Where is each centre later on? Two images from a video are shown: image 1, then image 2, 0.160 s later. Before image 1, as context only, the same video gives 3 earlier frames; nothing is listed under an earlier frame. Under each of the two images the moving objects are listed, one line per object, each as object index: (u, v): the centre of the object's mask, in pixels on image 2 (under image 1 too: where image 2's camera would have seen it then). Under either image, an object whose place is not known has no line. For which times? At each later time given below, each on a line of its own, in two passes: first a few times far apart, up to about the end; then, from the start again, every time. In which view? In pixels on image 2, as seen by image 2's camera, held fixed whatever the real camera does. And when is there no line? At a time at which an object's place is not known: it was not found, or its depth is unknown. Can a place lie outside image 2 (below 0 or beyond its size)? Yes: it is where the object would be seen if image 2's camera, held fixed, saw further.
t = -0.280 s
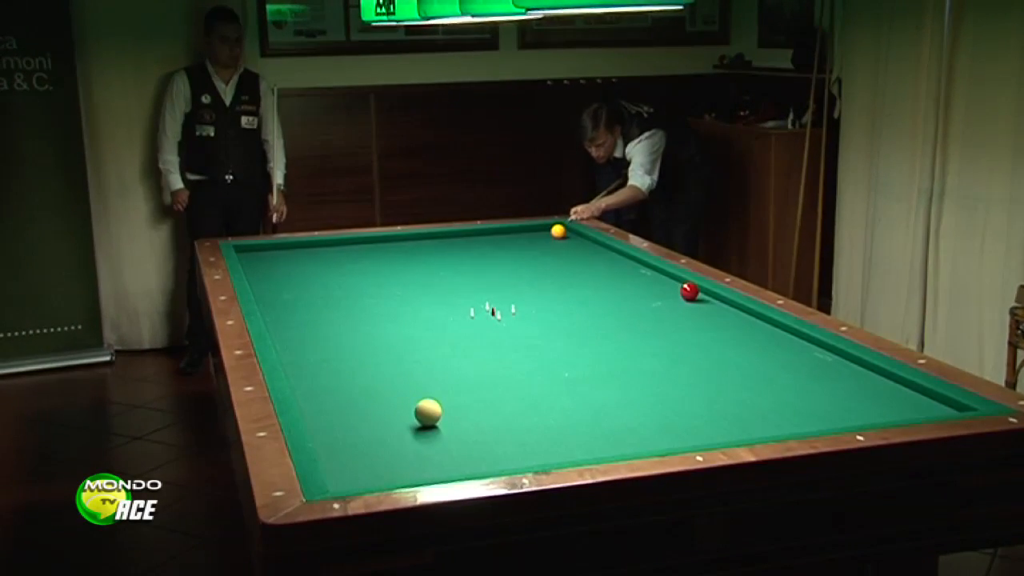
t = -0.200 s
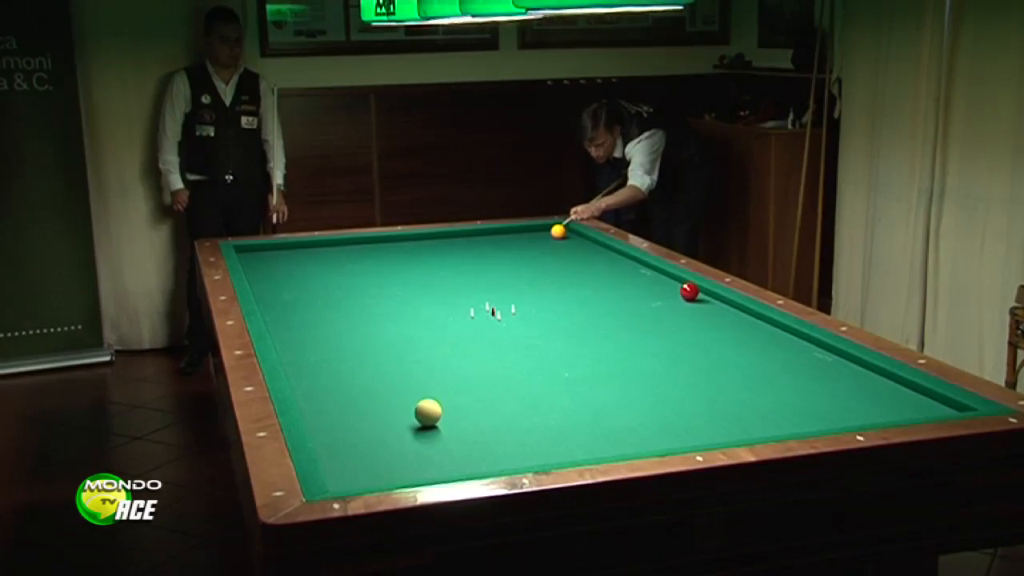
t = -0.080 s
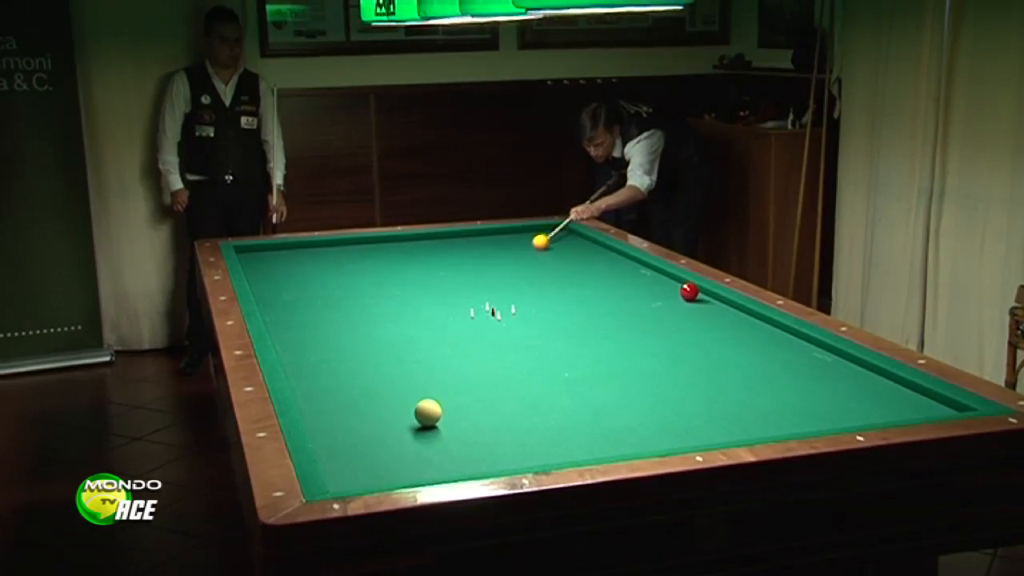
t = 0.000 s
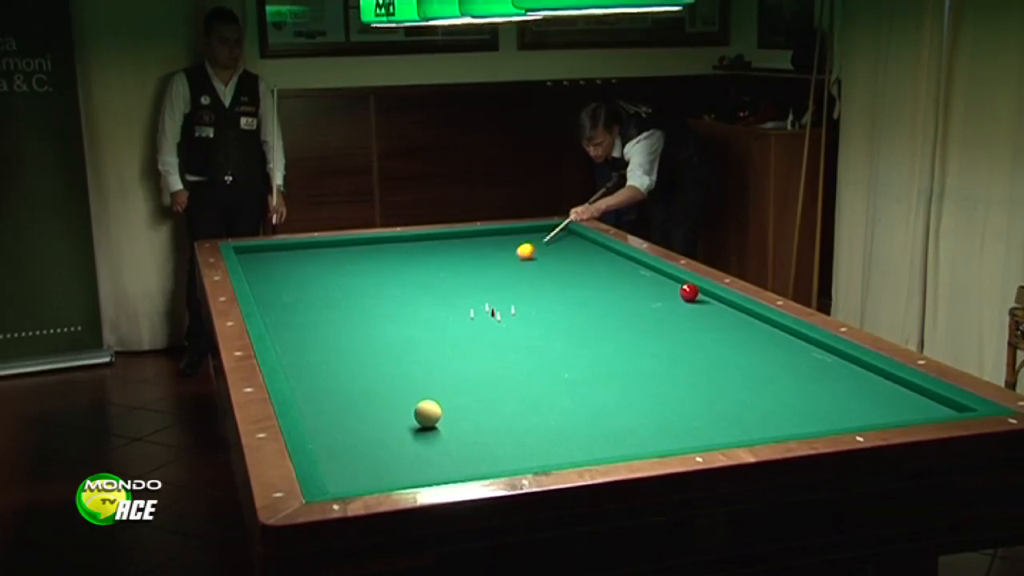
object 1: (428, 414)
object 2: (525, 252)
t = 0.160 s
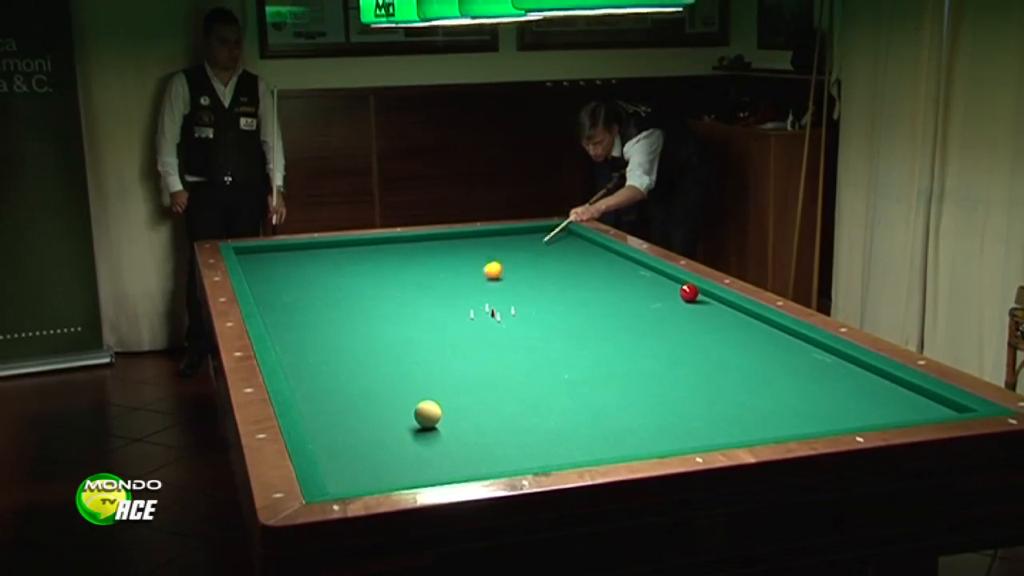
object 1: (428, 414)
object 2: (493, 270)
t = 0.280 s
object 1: (428, 414)
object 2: (465, 286)
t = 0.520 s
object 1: (428, 414)
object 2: (398, 325)
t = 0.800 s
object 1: (428, 414)
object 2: (303, 384)
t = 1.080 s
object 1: (461, 418)
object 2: (399, 415)
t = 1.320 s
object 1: (561, 434)
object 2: (394, 435)
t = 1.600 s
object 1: (664, 442)
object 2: (393, 463)
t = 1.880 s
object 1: (696, 427)
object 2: (385, 476)
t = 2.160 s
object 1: (726, 408)
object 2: (364, 466)
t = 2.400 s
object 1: (749, 394)
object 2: (348, 455)
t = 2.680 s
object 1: (774, 379)
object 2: (331, 443)
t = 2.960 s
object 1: (795, 366)
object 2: (320, 433)
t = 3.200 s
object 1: (813, 356)
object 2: (322, 424)
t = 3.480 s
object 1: (808, 348)
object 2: (324, 415)
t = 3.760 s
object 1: (776, 344)
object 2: (326, 406)
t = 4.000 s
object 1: (751, 340)
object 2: (327, 400)
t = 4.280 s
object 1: (723, 337)
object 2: (328, 393)
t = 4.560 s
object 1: (696, 334)
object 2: (330, 387)
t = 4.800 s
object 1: (675, 331)
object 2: (331, 382)
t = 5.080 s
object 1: (652, 328)
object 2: (332, 377)
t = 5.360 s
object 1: (631, 326)
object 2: (333, 372)
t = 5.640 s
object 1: (611, 323)
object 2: (334, 368)
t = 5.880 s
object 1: (595, 321)
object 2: (335, 365)
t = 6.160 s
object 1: (577, 319)
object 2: (335, 361)
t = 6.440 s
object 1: (561, 317)
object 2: (336, 358)
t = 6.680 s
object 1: (548, 315)
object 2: (336, 356)
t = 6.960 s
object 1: (533, 314)
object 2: (336, 354)
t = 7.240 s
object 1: (520, 312)
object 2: (336, 352)
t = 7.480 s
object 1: (510, 310)
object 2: (336, 350)
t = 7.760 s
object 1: (499, 308)
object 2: (335, 349)
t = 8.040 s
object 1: (489, 308)
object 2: (335, 348)
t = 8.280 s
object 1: (481, 307)
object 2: (335, 347)
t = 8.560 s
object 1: (473, 306)
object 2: (335, 346)
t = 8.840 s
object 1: (466, 305)
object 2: (335, 346)
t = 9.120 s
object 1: (460, 304)
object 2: (334, 346)
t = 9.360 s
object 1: (455, 304)
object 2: (334, 346)
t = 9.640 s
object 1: (450, 303)
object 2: (334, 346)
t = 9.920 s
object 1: (446, 303)
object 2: (335, 346)
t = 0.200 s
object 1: (428, 414)
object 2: (484, 276)
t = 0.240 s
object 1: (428, 414)
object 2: (475, 281)
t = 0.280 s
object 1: (428, 414)
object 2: (465, 286)
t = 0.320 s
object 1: (428, 414)
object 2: (455, 292)
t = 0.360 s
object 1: (428, 414)
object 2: (445, 298)
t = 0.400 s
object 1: (428, 414)
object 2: (434, 305)
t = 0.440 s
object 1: (428, 414)
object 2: (423, 311)
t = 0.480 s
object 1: (428, 414)
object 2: (410, 318)
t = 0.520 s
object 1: (428, 414)
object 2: (398, 325)
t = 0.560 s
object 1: (428, 414)
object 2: (385, 332)
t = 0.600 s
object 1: (428, 414)
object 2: (372, 340)
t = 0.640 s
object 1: (428, 414)
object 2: (357, 348)
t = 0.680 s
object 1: (428, 414)
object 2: (342, 357)
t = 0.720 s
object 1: (428, 414)
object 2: (326, 366)
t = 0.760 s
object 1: (428, 414)
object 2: (310, 375)
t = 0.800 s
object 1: (428, 414)
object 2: (303, 384)
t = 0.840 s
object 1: (428, 414)
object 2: (323, 388)
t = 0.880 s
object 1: (428, 414)
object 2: (343, 393)
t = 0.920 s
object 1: (428, 414)
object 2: (363, 397)
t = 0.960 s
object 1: (428, 414)
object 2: (381, 402)
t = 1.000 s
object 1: (428, 414)
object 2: (398, 408)
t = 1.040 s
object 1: (440, 414)
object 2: (402, 412)
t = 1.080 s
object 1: (461, 418)
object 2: (399, 415)
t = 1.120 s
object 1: (480, 421)
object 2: (397, 418)
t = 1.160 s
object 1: (498, 424)
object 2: (395, 421)
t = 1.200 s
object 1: (515, 427)
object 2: (395, 424)
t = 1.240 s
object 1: (531, 429)
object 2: (395, 428)
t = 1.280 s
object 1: (546, 432)
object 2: (394, 432)
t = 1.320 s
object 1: (561, 434)
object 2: (394, 435)
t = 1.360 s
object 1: (577, 437)
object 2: (394, 439)
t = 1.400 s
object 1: (592, 439)
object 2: (394, 443)
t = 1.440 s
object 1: (608, 441)
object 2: (394, 447)
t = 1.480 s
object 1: (623, 442)
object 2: (393, 451)
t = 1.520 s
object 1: (639, 443)
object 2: (393, 455)
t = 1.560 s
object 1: (655, 443)
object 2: (393, 459)
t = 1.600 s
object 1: (664, 442)
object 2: (393, 463)
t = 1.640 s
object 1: (668, 440)
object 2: (392, 467)
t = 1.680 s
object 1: (673, 438)
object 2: (392, 470)
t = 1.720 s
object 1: (678, 436)
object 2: (392, 472)
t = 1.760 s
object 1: (683, 434)
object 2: (391, 475)
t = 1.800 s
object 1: (688, 432)
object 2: (390, 477)
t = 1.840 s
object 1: (692, 429)
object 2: (388, 477)
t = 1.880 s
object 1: (696, 427)
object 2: (385, 476)
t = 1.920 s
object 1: (701, 424)
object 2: (381, 475)
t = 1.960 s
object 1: (705, 421)
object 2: (379, 474)
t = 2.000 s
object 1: (710, 419)
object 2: (376, 473)
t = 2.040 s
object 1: (714, 416)
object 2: (373, 472)
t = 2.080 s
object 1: (718, 414)
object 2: (370, 471)
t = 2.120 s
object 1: (722, 411)
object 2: (367, 469)
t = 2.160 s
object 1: (726, 408)
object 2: (364, 466)
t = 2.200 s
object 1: (730, 406)
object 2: (361, 465)
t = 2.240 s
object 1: (734, 403)
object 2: (359, 463)
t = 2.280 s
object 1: (738, 401)
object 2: (356, 461)
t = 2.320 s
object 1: (742, 399)
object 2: (354, 459)
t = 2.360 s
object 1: (745, 396)
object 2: (351, 457)
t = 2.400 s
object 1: (749, 394)
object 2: (348, 455)
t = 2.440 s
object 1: (753, 392)
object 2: (346, 453)
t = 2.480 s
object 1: (756, 390)
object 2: (343, 451)
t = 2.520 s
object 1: (760, 388)
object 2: (341, 450)
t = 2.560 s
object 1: (763, 385)
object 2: (338, 448)
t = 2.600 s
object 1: (767, 383)
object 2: (336, 446)
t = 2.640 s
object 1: (770, 381)
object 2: (334, 445)
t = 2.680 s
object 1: (774, 379)
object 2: (331, 443)
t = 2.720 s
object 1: (777, 377)
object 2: (329, 442)
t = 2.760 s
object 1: (780, 376)
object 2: (327, 440)
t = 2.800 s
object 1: (783, 373)
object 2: (325, 439)
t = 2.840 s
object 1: (786, 372)
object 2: (323, 437)
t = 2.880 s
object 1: (790, 370)
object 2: (321, 435)
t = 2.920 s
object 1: (793, 368)
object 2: (320, 434)
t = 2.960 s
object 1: (795, 366)
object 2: (320, 433)
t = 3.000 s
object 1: (798, 364)
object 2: (320, 431)
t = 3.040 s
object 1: (801, 363)
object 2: (321, 430)
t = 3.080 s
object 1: (804, 361)
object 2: (321, 428)
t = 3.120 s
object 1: (807, 359)
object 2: (321, 427)
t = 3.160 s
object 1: (810, 358)
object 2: (321, 425)
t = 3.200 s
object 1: (813, 356)
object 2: (322, 424)
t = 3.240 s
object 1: (816, 354)
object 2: (322, 422)
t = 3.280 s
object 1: (818, 353)
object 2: (322, 421)
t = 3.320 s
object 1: (821, 351)
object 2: (322, 420)
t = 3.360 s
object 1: (823, 349)
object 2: (323, 418)
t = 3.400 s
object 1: (818, 349)
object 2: (323, 417)
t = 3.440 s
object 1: (813, 348)
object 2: (323, 416)
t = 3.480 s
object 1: (808, 348)
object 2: (324, 415)
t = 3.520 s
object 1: (804, 347)
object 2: (324, 413)
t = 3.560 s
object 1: (799, 347)
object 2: (324, 412)
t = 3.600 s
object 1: (794, 346)
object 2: (325, 411)
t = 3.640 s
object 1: (790, 346)
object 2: (325, 410)
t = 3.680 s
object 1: (785, 345)
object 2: (325, 409)
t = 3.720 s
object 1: (781, 344)
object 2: (325, 408)
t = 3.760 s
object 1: (776, 344)
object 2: (326, 406)
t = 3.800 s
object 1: (772, 343)
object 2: (326, 405)
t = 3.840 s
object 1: (768, 343)
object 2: (326, 404)
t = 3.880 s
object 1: (763, 342)
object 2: (326, 403)
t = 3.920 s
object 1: (759, 342)
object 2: (327, 402)
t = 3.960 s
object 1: (755, 341)
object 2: (327, 401)
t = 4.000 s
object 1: (751, 340)
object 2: (327, 400)
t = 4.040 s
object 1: (747, 340)
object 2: (327, 399)
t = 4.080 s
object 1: (743, 339)
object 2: (327, 398)
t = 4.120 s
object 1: (738, 339)
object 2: (328, 397)
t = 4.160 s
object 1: (735, 338)
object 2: (328, 396)
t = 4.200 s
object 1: (731, 338)
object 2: (328, 395)
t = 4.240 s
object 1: (727, 338)
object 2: (328, 394)
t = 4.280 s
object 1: (723, 337)
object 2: (328, 393)
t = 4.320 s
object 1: (719, 337)
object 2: (329, 392)
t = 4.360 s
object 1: (715, 336)
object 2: (329, 391)
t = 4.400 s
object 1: (711, 336)
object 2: (329, 390)
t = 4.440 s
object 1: (708, 335)
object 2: (329, 389)
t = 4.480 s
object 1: (704, 335)
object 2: (329, 388)
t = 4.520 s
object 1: (700, 334)
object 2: (329, 388)
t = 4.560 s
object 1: (696, 334)
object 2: (330, 387)
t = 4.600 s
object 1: (693, 333)
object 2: (330, 386)
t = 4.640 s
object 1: (689, 333)
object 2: (330, 385)
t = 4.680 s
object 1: (686, 333)
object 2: (330, 384)
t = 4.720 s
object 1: (682, 332)
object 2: (331, 384)
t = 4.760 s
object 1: (679, 332)
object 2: (331, 383)
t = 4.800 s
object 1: (675, 331)
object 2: (331, 382)
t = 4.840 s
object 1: (672, 331)
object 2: (331, 381)
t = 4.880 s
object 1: (669, 330)
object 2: (331, 381)
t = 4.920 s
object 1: (665, 330)
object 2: (332, 380)
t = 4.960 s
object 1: (662, 329)
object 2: (332, 379)
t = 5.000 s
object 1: (659, 329)
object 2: (332, 378)
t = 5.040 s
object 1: (656, 329)
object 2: (332, 378)
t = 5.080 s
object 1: (652, 328)
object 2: (332, 377)
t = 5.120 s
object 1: (649, 328)
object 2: (332, 376)
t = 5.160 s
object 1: (646, 327)
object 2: (332, 376)
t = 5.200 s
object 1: (643, 327)
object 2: (333, 375)
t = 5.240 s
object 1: (640, 327)
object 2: (333, 374)
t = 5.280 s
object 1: (637, 326)
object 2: (333, 374)
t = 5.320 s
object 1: (634, 326)
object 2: (333, 373)
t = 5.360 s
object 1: (631, 326)
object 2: (333, 372)
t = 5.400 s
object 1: (628, 326)
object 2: (334, 372)
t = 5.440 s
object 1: (625, 325)
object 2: (334, 371)
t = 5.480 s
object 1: (622, 325)
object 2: (334, 371)
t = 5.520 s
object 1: (619, 324)
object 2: (334, 370)
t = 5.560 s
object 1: (617, 324)
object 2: (334, 370)
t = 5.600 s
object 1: (614, 324)
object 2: (334, 369)
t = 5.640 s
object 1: (611, 323)
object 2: (334, 368)
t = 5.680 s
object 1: (608, 323)
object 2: (334, 368)
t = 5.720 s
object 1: (605, 323)
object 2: (334, 367)
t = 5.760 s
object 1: (603, 322)
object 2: (335, 367)
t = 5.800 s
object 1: (600, 322)
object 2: (335, 366)
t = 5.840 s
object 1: (597, 321)
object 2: (335, 365)
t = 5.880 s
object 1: (595, 321)
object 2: (335, 365)
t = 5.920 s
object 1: (592, 321)
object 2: (335, 364)
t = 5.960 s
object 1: (590, 320)
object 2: (335, 364)
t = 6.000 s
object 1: (587, 320)
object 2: (335, 363)
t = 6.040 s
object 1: (584, 320)
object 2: (335, 363)
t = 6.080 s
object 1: (582, 320)
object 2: (335, 362)
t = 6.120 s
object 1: (580, 319)
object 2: (335, 362)
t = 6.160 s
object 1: (577, 319)
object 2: (335, 361)
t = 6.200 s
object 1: (575, 319)
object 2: (336, 361)
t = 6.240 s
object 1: (572, 318)
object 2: (336, 360)
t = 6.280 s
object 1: (570, 318)
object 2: (336, 360)
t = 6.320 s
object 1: (568, 318)
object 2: (336, 360)
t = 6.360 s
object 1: (565, 318)
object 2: (336, 359)
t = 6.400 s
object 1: (563, 317)
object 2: (336, 359)
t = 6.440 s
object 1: (561, 317)
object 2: (336, 358)
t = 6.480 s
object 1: (558, 317)
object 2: (336, 358)
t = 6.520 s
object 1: (556, 317)
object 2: (336, 358)
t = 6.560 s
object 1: (554, 316)
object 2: (336, 357)
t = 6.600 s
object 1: (552, 316)
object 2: (336, 357)
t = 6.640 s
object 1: (550, 315)
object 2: (336, 357)
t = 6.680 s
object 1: (548, 315)
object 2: (336, 356)
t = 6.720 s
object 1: (545, 315)
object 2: (336, 356)
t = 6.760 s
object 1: (543, 315)
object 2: (336, 355)
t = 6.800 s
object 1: (541, 315)
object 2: (336, 355)
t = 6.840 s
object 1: (539, 314)
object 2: (336, 355)
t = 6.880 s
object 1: (537, 314)
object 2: (336, 354)
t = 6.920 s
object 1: (535, 314)
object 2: (336, 354)
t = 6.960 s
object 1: (533, 314)
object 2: (336, 354)
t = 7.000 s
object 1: (532, 313)
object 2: (336, 353)
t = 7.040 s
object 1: (530, 313)
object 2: (336, 353)
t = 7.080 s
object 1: (528, 313)
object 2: (336, 353)
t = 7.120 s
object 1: (526, 313)
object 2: (336, 352)
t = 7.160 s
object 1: (524, 313)
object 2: (336, 352)
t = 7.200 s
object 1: (522, 312)
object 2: (336, 352)
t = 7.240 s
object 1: (520, 312)
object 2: (336, 352)
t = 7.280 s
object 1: (518, 312)
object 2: (336, 351)
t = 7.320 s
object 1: (517, 311)
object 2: (336, 351)
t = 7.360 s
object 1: (515, 311)
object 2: (336, 351)
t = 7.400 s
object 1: (513, 311)
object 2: (336, 351)
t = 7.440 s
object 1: (512, 311)
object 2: (336, 350)
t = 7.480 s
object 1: (510, 310)
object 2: (336, 350)
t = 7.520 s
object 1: (508, 310)
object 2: (336, 350)
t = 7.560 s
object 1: (507, 310)
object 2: (336, 350)
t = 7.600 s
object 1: (505, 310)
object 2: (336, 350)
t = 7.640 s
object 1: (504, 309)
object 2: (336, 349)
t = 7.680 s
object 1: (502, 309)
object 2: (336, 349)
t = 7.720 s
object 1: (501, 309)
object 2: (336, 349)
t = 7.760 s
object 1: (499, 308)
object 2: (335, 349)
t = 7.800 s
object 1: (497, 309)
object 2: (335, 348)
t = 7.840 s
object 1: (496, 308)
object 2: (335, 348)
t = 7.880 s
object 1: (494, 308)
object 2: (335, 348)
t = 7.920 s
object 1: (493, 307)
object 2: (335, 348)
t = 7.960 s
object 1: (492, 308)
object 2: (335, 348)
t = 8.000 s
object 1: (490, 308)
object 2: (335, 348)
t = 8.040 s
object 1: (489, 308)
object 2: (335, 348)
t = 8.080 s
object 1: (487, 308)
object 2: (335, 347)
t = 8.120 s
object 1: (486, 307)
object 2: (335, 347)
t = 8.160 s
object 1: (485, 307)
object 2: (335, 347)
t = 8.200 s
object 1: (483, 308)
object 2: (335, 347)
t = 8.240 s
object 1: (482, 307)
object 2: (335, 347)
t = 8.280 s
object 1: (481, 307)
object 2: (335, 347)
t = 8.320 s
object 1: (480, 307)
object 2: (335, 347)
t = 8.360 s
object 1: (479, 307)
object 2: (335, 347)
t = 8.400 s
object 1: (479, 307)
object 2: (335, 347)
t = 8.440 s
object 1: (478, 307)
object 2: (335, 346)
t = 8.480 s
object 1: (476, 306)
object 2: (335, 346)
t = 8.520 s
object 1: (474, 306)
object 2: (335, 346)
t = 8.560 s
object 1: (473, 306)
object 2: (335, 346)
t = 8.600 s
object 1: (472, 306)
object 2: (335, 346)
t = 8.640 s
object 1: (471, 306)
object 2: (335, 346)
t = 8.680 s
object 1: (470, 305)
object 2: (335, 346)
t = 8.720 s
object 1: (469, 305)
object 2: (335, 346)
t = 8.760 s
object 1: (468, 305)
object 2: (335, 346)
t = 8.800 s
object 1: (467, 305)
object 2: (335, 346)
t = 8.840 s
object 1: (466, 305)
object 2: (335, 346)
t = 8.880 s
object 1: (465, 305)
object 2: (335, 346)
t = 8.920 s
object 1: (464, 305)
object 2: (335, 346)
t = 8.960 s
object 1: (463, 305)
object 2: (335, 346)
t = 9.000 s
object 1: (462, 305)
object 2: (335, 346)
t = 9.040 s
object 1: (461, 305)
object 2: (335, 346)
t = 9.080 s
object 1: (460, 305)
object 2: (335, 346)
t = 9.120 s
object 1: (460, 304)
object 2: (334, 346)
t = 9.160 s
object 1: (459, 304)
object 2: (334, 346)
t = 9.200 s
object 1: (458, 304)
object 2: (334, 346)
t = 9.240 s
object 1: (457, 304)
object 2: (334, 346)
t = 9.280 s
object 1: (456, 304)
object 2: (334, 346)
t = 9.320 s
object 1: (455, 304)
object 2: (334, 346)
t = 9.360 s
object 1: (455, 304)
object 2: (334, 346)
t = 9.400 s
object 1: (454, 304)
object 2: (334, 346)
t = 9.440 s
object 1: (453, 304)
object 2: (334, 346)
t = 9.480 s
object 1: (453, 304)
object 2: (335, 346)
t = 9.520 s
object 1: (452, 303)
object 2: (335, 346)
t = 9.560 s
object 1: (451, 303)
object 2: (334, 346)
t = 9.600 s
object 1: (451, 303)
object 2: (334, 346)
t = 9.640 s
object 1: (450, 303)
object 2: (334, 346)
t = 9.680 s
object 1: (449, 303)
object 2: (334, 346)
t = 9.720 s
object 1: (449, 303)
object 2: (334, 346)
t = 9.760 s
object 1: (448, 303)
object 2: (334, 346)
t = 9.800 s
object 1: (448, 303)
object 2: (334, 346)
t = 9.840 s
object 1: (447, 303)
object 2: (334, 346)
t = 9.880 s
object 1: (447, 303)
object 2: (335, 346)
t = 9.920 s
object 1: (446, 303)
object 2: (335, 346)
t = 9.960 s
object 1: (446, 303)
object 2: (334, 346)
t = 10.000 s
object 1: (445, 303)
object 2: (335, 346)
